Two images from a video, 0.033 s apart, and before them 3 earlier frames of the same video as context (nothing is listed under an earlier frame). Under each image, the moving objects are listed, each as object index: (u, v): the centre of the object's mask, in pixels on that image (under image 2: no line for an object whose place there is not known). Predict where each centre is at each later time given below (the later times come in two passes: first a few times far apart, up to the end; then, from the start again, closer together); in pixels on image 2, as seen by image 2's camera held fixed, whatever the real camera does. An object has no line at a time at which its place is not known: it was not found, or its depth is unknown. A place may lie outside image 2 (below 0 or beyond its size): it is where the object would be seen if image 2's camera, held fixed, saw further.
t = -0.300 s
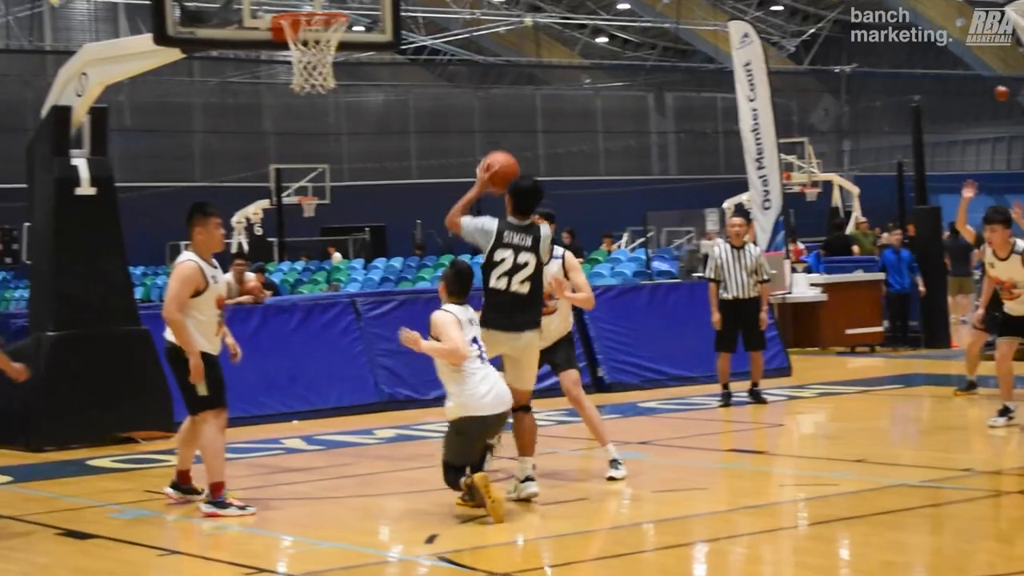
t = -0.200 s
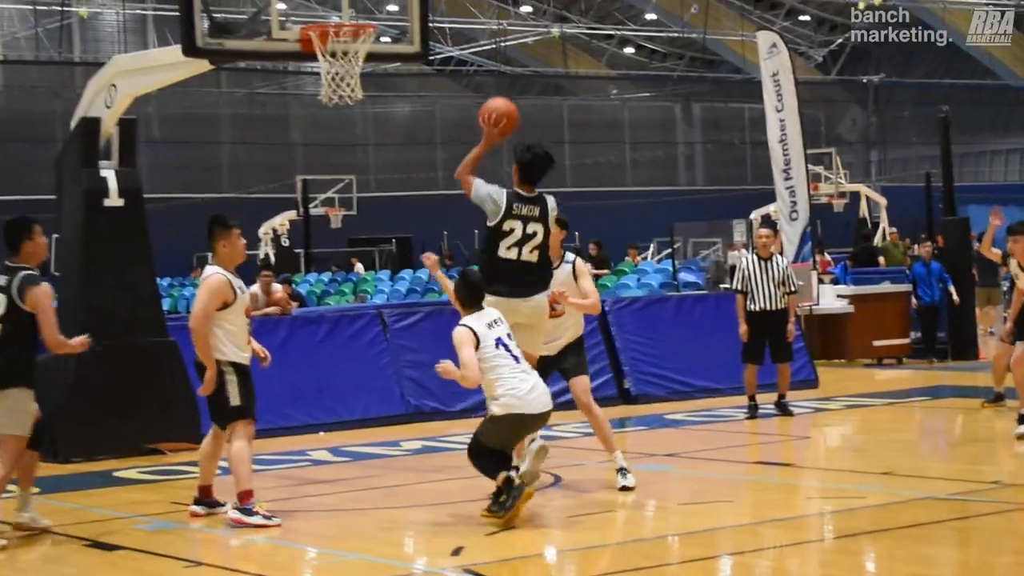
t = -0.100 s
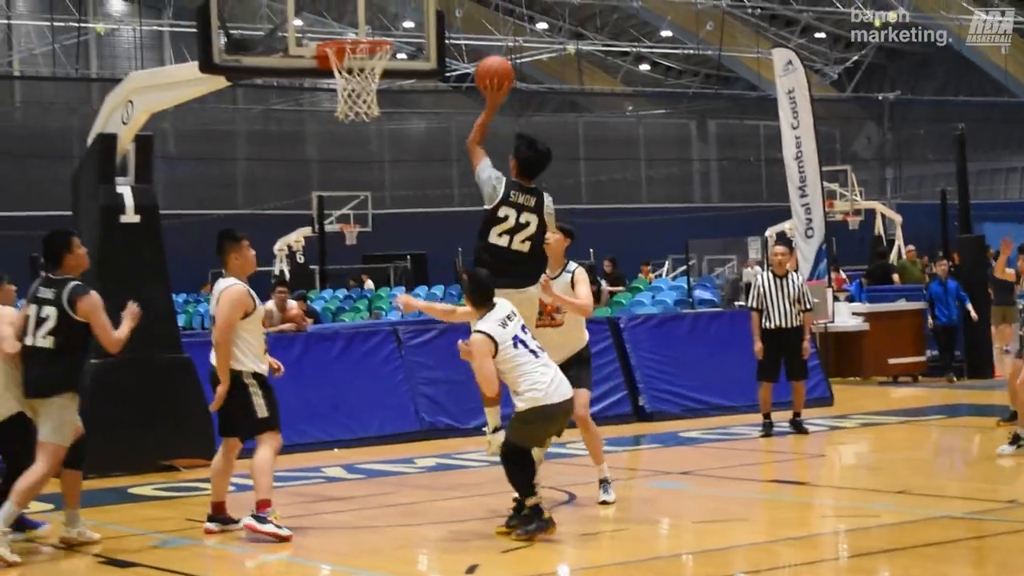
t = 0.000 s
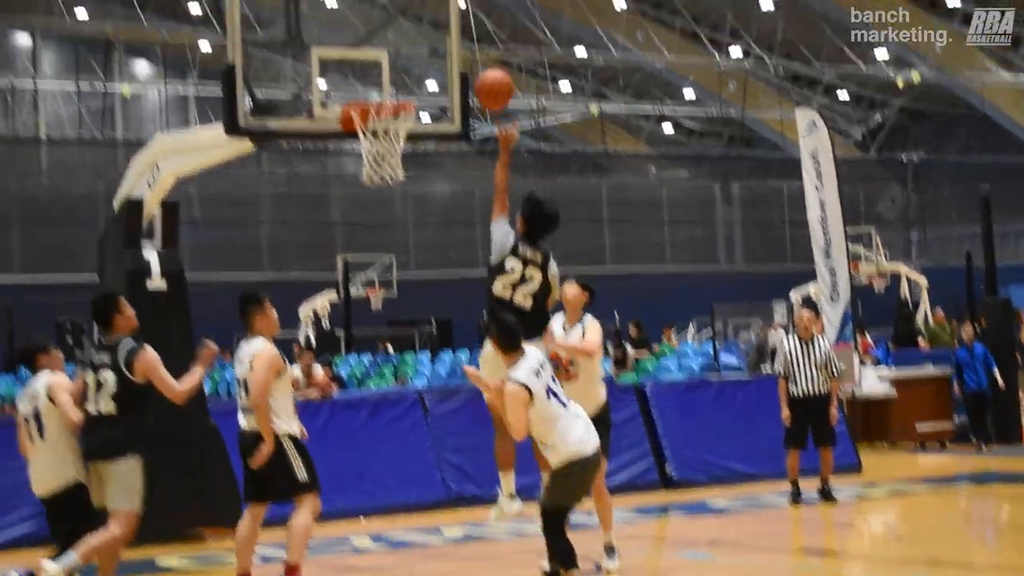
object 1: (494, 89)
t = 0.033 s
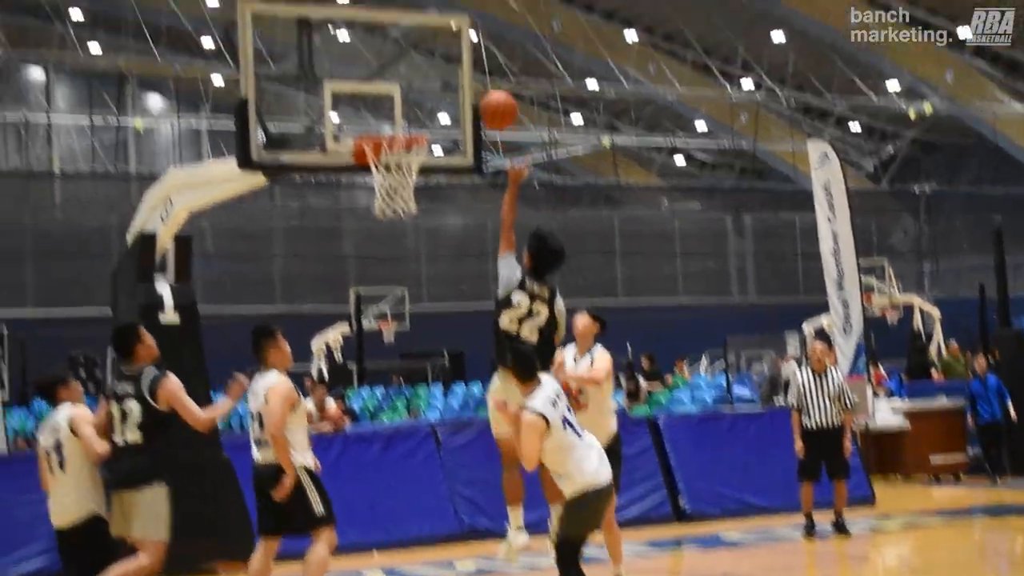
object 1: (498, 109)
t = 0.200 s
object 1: (462, 83)
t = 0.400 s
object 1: (423, 109)
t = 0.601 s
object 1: (405, 112)
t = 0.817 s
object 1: (393, 134)
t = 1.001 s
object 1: (387, 230)
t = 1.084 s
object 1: (386, 282)
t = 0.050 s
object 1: (496, 104)
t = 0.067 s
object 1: (492, 99)
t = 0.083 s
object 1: (488, 95)
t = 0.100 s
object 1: (484, 91)
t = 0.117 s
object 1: (480, 89)
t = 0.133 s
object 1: (476, 86)
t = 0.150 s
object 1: (473, 85)
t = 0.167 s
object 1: (470, 84)
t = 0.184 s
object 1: (466, 83)
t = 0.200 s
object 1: (462, 83)
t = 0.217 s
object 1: (458, 84)
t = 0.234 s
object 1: (455, 84)
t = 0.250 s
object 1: (450, 86)
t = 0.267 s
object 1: (447, 86)
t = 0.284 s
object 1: (444, 88)
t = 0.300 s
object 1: (441, 90)
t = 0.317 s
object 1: (438, 91)
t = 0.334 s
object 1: (435, 94)
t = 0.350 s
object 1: (432, 97)
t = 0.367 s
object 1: (429, 101)
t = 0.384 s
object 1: (426, 104)
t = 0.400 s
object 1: (423, 109)
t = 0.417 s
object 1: (420, 112)
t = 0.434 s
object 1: (417, 117)
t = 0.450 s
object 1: (414, 123)
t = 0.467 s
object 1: (412, 123)
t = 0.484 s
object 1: (412, 120)
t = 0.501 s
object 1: (411, 118)
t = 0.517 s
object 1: (410, 115)
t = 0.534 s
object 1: (409, 113)
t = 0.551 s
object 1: (408, 112)
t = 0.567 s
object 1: (407, 112)
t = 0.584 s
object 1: (406, 111)
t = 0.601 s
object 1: (405, 112)
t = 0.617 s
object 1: (404, 111)
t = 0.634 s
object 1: (403, 112)
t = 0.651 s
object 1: (402, 113)
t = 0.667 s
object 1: (401, 114)
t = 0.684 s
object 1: (400, 116)
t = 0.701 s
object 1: (400, 119)
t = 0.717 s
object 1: (399, 122)
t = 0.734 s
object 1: (398, 124)
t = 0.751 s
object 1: (397, 126)
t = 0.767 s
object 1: (396, 128)
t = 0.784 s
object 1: (396, 130)
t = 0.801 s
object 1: (395, 132)
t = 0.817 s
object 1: (393, 134)
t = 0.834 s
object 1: (391, 138)
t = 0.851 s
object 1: (390, 160)
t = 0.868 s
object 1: (392, 163)
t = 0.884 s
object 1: (390, 167)
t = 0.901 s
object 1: (391, 179)
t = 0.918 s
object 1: (391, 187)
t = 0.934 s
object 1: (390, 198)
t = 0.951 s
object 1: (388, 205)
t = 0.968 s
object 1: (388, 214)
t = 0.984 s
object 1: (387, 222)
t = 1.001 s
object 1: (387, 230)
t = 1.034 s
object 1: (387, 250)
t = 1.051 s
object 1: (391, 258)
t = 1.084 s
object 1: (386, 282)
